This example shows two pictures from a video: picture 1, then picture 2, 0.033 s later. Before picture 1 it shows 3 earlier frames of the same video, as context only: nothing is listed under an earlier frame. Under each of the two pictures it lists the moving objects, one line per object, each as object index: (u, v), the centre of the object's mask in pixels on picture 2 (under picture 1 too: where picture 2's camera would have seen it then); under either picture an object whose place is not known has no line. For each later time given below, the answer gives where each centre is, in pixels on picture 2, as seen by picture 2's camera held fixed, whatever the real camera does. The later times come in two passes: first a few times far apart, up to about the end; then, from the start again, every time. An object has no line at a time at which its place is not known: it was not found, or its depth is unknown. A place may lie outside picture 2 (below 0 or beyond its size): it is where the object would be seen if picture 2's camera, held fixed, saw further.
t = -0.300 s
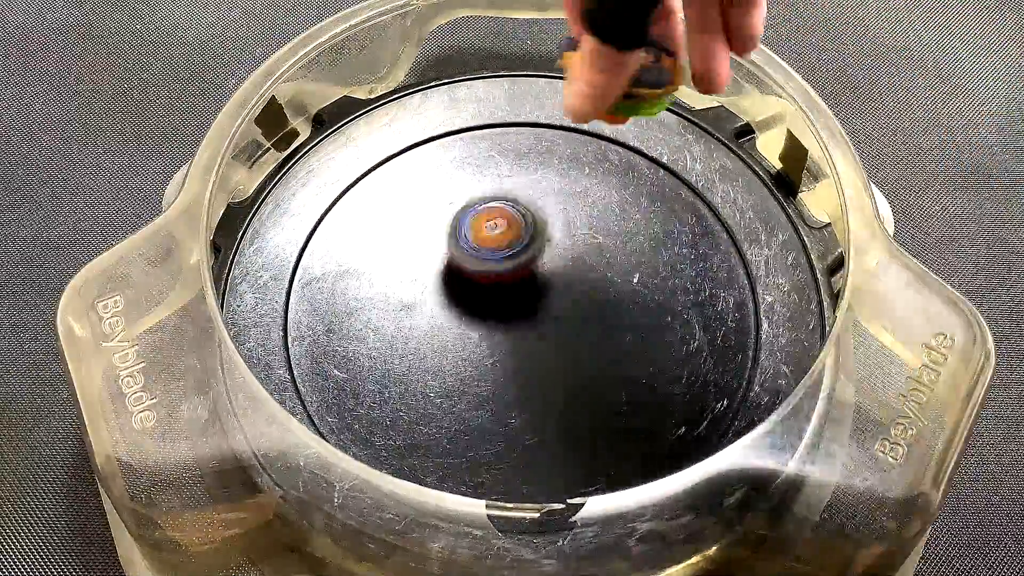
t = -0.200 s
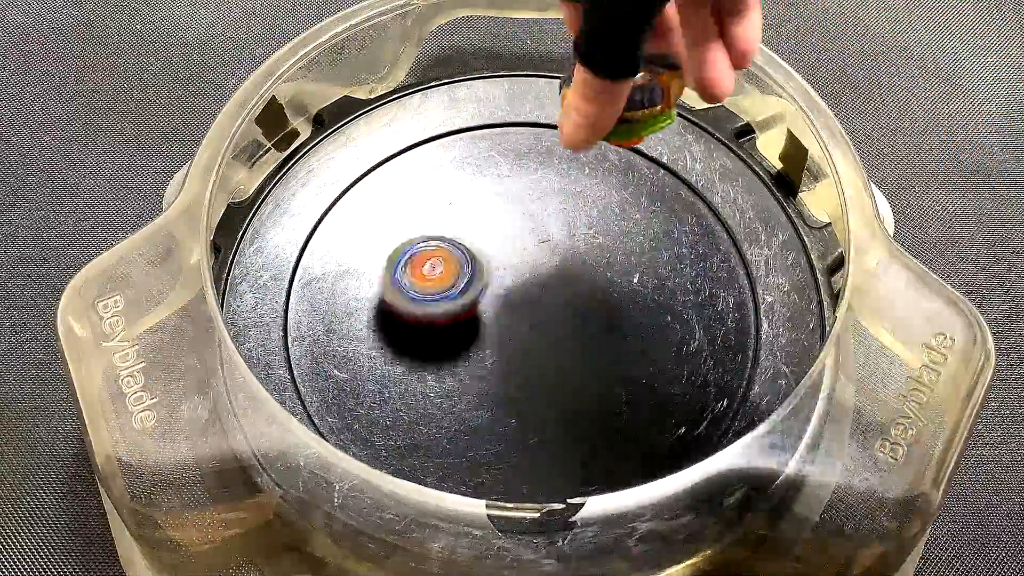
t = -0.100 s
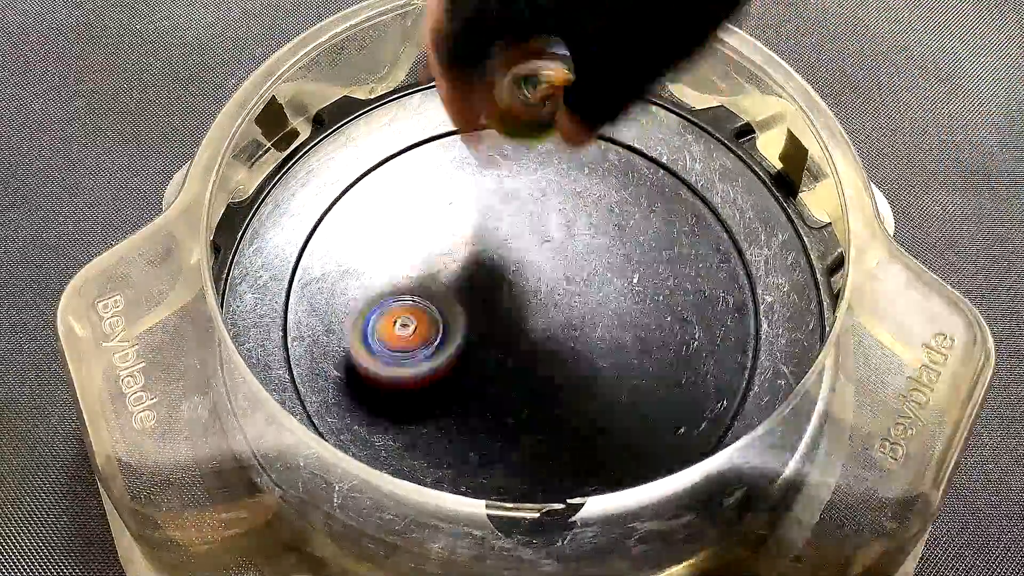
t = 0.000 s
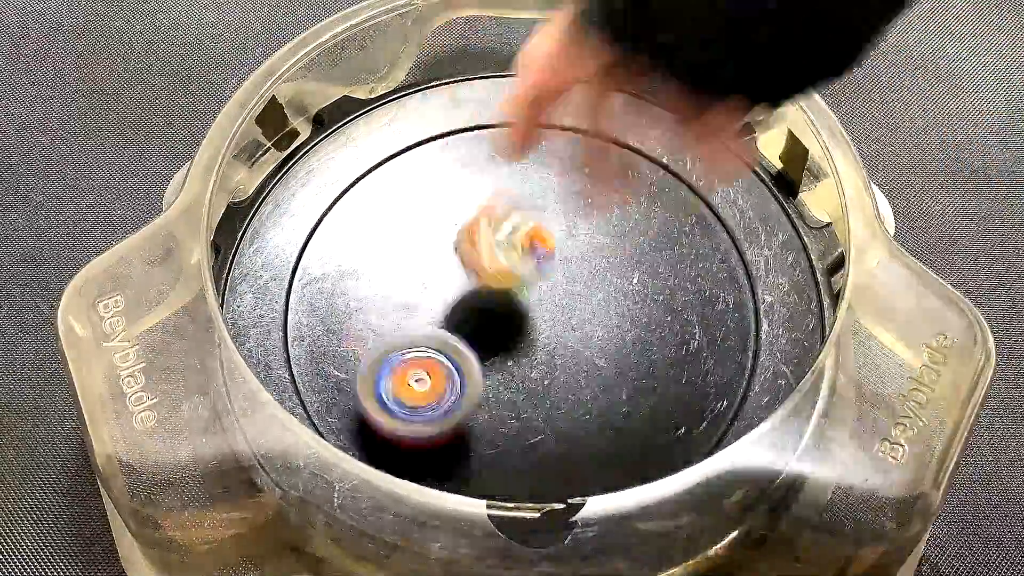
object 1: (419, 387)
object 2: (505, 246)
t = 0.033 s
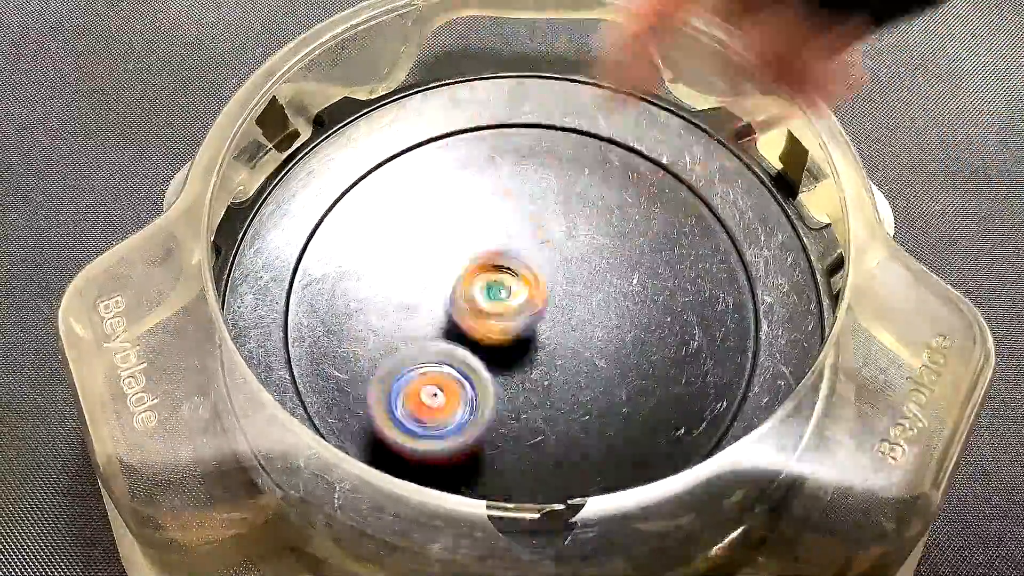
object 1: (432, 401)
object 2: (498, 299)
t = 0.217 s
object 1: (535, 489)
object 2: (577, 260)
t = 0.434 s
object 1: (636, 369)
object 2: (617, 247)
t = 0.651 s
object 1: (501, 334)
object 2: (642, 191)
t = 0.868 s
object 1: (412, 352)
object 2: (591, 239)
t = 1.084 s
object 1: (414, 372)
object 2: (533, 308)
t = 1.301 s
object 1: (447, 380)
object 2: (553, 330)
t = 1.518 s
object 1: (435, 324)
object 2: (643, 305)
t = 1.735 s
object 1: (417, 267)
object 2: (650, 283)
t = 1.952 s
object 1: (425, 245)
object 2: (573, 265)
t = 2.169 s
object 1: (412, 214)
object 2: (570, 310)
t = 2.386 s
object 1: (452, 243)
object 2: (557, 352)
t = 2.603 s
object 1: (561, 247)
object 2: (549, 356)
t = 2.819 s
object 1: (618, 213)
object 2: (539, 349)
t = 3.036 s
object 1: (607, 215)
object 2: (516, 337)
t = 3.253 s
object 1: (632, 276)
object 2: (423, 332)
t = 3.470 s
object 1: (668, 296)
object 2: (333, 301)
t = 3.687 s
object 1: (624, 324)
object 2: (386, 297)
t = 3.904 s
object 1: (591, 380)
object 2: (454, 279)
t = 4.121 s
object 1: (624, 406)
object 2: (462, 217)
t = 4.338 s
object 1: (570, 353)
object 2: (482, 218)
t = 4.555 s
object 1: (493, 328)
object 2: (511, 206)
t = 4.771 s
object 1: (438, 319)
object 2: (541, 203)
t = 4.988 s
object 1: (429, 300)
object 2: (551, 220)
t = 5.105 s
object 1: (459, 290)
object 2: (555, 230)
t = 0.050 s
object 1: (441, 409)
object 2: (502, 301)
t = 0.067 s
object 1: (452, 415)
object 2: (504, 304)
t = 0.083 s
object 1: (462, 420)
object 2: (502, 311)
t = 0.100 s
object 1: (473, 427)
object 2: (505, 313)
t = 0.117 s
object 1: (480, 440)
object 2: (514, 303)
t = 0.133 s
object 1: (488, 450)
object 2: (522, 293)
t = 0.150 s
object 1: (498, 457)
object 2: (535, 282)
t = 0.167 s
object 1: (508, 477)
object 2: (544, 277)
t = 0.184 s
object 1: (516, 486)
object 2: (555, 273)
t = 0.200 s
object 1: (526, 491)
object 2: (563, 267)
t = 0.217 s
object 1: (535, 489)
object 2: (577, 260)
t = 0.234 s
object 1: (545, 486)
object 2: (585, 258)
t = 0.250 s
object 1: (553, 485)
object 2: (593, 249)
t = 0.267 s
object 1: (564, 473)
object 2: (599, 246)
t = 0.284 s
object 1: (574, 463)
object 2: (603, 242)
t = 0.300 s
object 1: (585, 455)
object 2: (610, 242)
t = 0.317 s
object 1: (596, 448)
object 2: (616, 241)
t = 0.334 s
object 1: (606, 440)
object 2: (620, 240)
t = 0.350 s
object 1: (614, 433)
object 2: (621, 240)
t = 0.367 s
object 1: (622, 422)
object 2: (621, 240)
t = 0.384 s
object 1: (627, 411)
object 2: (619, 240)
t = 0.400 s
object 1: (631, 396)
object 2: (619, 243)
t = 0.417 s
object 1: (635, 383)
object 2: (617, 244)
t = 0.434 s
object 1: (636, 369)
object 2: (617, 247)
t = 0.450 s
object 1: (635, 356)
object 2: (618, 250)
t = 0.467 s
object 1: (633, 342)
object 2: (616, 250)
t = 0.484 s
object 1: (623, 334)
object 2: (627, 245)
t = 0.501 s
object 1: (610, 331)
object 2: (630, 235)
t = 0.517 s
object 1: (598, 333)
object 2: (634, 230)
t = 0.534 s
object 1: (584, 336)
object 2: (643, 224)
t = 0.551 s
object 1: (572, 334)
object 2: (645, 212)
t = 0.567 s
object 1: (560, 334)
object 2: (645, 204)
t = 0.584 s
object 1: (547, 335)
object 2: (648, 201)
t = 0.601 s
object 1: (534, 335)
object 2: (647, 196)
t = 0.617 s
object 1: (523, 334)
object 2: (643, 192)
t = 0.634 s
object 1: (511, 333)
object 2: (642, 191)
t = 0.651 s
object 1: (501, 334)
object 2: (642, 191)
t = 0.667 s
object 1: (489, 334)
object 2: (636, 190)
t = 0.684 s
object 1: (480, 336)
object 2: (632, 190)
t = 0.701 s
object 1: (472, 335)
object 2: (627, 194)
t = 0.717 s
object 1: (463, 336)
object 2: (624, 197)
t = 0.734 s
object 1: (456, 337)
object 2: (623, 200)
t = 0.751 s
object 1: (449, 339)
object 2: (620, 204)
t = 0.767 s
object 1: (442, 340)
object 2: (614, 209)
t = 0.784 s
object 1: (437, 342)
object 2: (612, 214)
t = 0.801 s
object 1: (431, 343)
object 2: (609, 220)
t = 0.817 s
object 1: (426, 346)
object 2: (606, 222)
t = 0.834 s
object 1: (421, 348)
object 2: (601, 227)
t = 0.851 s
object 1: (417, 349)
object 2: (595, 231)
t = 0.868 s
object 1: (412, 352)
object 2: (591, 239)
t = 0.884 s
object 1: (409, 353)
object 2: (586, 244)
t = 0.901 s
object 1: (406, 355)
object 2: (582, 248)
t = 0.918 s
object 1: (404, 358)
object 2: (577, 253)
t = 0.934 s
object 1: (403, 358)
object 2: (570, 257)
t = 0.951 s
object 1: (402, 360)
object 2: (567, 263)
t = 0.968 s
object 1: (401, 364)
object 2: (562, 270)
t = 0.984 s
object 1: (401, 363)
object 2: (557, 276)
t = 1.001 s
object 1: (402, 364)
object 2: (555, 281)
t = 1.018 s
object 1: (403, 366)
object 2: (547, 286)
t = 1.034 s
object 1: (406, 370)
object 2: (543, 291)
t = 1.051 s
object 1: (408, 370)
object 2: (538, 297)
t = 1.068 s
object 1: (410, 370)
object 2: (536, 300)
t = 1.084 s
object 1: (414, 372)
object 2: (533, 308)
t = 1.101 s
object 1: (421, 376)
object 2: (527, 315)
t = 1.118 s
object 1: (427, 376)
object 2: (523, 318)
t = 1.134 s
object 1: (429, 377)
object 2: (525, 323)
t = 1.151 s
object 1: (427, 378)
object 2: (528, 323)
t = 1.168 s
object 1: (426, 380)
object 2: (529, 324)
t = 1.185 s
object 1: (426, 381)
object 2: (534, 323)
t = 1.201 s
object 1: (426, 383)
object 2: (539, 326)
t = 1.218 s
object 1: (427, 383)
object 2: (541, 326)
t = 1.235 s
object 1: (431, 385)
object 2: (543, 327)
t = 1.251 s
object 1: (434, 385)
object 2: (545, 328)
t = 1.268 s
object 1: (438, 383)
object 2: (549, 329)
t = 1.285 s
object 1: (442, 382)
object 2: (551, 329)
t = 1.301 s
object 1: (447, 380)
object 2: (553, 330)
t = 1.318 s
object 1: (452, 377)
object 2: (554, 330)
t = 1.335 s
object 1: (455, 373)
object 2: (561, 331)
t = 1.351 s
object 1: (454, 370)
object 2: (568, 330)
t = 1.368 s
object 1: (452, 366)
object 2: (577, 326)
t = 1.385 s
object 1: (450, 363)
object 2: (586, 325)
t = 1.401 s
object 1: (447, 357)
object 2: (594, 322)
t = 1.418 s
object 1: (445, 354)
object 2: (604, 320)
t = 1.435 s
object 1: (443, 347)
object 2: (610, 318)
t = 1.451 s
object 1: (441, 344)
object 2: (619, 316)
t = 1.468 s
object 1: (441, 339)
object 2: (624, 314)
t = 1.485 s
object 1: (438, 333)
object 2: (631, 311)
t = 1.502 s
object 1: (437, 329)
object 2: (639, 309)
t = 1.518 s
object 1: (435, 324)
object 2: (643, 305)
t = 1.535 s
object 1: (433, 319)
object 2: (649, 303)
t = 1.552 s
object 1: (431, 315)
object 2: (653, 300)
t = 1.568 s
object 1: (429, 310)
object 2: (657, 297)
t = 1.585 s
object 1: (429, 304)
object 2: (659, 296)
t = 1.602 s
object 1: (427, 301)
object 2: (660, 293)
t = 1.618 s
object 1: (426, 296)
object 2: (661, 292)
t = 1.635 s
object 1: (423, 292)
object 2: (660, 290)
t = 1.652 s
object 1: (422, 288)
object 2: (660, 288)
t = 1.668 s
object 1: (420, 284)
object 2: (660, 286)
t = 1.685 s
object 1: (420, 280)
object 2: (658, 285)
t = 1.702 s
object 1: (418, 276)
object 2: (656, 284)
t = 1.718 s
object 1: (418, 272)
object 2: (652, 284)
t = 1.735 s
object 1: (417, 267)
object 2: (650, 283)
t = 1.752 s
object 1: (416, 264)
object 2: (646, 282)
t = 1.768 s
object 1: (416, 260)
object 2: (642, 281)
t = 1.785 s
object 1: (415, 256)
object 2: (637, 281)
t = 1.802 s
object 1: (414, 255)
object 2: (633, 280)
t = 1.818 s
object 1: (413, 252)
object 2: (627, 279)
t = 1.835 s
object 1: (413, 250)
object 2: (622, 277)
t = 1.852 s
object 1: (414, 248)
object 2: (616, 275)
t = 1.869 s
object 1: (414, 247)
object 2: (610, 273)
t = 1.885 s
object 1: (415, 245)
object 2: (602, 271)
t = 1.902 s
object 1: (417, 245)
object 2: (596, 272)
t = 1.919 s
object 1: (419, 245)
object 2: (589, 268)
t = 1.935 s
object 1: (421, 244)
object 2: (582, 268)
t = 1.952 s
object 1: (425, 245)
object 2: (573, 265)
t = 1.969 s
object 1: (428, 244)
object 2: (568, 264)
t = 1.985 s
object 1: (432, 245)
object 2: (559, 263)
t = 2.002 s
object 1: (437, 246)
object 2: (551, 262)
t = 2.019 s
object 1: (438, 243)
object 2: (551, 265)
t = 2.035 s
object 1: (433, 237)
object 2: (556, 269)
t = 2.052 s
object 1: (429, 232)
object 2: (558, 272)
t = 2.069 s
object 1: (426, 227)
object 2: (564, 281)
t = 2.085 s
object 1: (423, 223)
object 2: (567, 286)
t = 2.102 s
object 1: (420, 220)
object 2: (568, 290)
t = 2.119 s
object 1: (417, 217)
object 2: (571, 294)
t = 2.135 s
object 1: (415, 216)
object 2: (571, 301)
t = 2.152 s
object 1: (413, 214)
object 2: (571, 306)
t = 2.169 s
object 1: (412, 214)
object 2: (570, 310)
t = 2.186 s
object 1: (411, 213)
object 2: (570, 315)
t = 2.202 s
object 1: (410, 214)
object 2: (566, 319)
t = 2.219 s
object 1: (410, 214)
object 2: (565, 326)
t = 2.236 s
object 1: (411, 216)
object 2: (564, 330)
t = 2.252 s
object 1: (413, 218)
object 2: (562, 333)
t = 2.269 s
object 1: (415, 221)
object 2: (560, 336)
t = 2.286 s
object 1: (418, 224)
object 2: (559, 339)
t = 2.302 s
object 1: (422, 228)
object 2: (560, 343)
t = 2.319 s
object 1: (426, 231)
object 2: (559, 345)
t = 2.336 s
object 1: (432, 234)
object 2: (558, 346)
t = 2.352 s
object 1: (438, 237)
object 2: (558, 348)
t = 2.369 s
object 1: (445, 241)
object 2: (557, 351)
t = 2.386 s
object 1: (452, 243)
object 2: (557, 352)
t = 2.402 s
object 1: (460, 247)
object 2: (557, 354)
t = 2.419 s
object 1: (468, 249)
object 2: (556, 354)
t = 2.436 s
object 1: (477, 251)
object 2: (554, 355)
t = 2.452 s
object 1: (485, 252)
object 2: (555, 356)
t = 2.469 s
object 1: (493, 254)
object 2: (555, 357)
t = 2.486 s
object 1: (502, 255)
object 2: (554, 357)
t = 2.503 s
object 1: (511, 255)
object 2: (553, 356)
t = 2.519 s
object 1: (520, 254)
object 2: (553, 356)
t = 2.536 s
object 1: (528, 256)
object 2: (551, 355)
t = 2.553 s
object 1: (537, 254)
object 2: (552, 355)
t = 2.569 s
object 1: (545, 253)
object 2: (550, 355)
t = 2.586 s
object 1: (553, 250)
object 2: (548, 355)
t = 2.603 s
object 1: (561, 247)
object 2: (549, 356)
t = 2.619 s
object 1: (568, 244)
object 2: (549, 356)
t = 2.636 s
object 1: (574, 241)
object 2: (548, 355)
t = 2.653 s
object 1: (578, 238)
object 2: (548, 355)
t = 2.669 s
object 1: (584, 235)
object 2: (546, 354)
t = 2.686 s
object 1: (589, 233)
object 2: (545, 354)
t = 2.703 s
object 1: (594, 230)
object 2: (545, 353)
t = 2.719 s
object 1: (598, 227)
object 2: (544, 353)
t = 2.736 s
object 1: (603, 225)
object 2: (542, 353)
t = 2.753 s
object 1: (606, 222)
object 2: (542, 352)
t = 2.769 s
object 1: (610, 220)
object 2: (542, 351)
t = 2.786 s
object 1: (612, 218)
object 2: (541, 350)
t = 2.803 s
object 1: (615, 216)
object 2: (539, 350)
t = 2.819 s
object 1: (618, 213)
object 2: (539, 349)
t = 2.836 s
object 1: (620, 212)
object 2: (539, 349)
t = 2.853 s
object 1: (621, 210)
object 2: (537, 349)
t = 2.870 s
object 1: (622, 208)
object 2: (535, 348)
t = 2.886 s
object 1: (623, 207)
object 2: (534, 348)
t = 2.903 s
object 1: (623, 206)
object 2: (532, 347)
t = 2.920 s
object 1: (623, 206)
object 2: (532, 344)
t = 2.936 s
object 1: (622, 206)
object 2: (529, 343)
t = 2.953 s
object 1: (621, 206)
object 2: (527, 342)
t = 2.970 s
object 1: (619, 206)
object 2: (525, 343)
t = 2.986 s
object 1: (616, 208)
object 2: (524, 340)
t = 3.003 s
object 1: (614, 209)
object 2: (523, 338)
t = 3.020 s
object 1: (610, 212)
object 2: (520, 338)
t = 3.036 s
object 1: (607, 215)
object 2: (516, 337)
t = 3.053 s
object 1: (604, 220)
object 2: (516, 336)
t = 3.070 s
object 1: (601, 224)
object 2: (515, 334)
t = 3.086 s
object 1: (598, 230)
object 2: (512, 332)
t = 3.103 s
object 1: (595, 235)
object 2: (510, 333)
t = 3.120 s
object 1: (593, 241)
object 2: (508, 333)
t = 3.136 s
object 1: (591, 247)
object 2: (507, 331)
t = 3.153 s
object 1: (589, 253)
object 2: (506, 330)
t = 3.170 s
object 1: (590, 260)
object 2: (498, 331)
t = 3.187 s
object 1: (599, 263)
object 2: (480, 336)
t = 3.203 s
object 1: (610, 267)
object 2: (465, 334)
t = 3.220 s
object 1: (618, 271)
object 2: (449, 334)
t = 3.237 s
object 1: (625, 273)
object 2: (436, 335)
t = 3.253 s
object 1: (632, 276)
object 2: (423, 332)
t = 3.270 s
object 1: (637, 278)
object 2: (410, 330)
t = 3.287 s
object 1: (643, 280)
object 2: (401, 327)
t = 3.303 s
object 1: (647, 283)
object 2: (388, 325)
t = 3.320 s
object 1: (651, 284)
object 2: (379, 322)
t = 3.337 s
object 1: (654, 287)
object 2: (371, 319)
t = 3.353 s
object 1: (657, 287)
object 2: (361, 317)
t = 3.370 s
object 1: (661, 289)
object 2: (355, 315)
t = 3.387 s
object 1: (663, 290)
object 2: (348, 312)
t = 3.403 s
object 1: (665, 292)
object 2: (343, 308)
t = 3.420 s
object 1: (665, 293)
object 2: (338, 307)
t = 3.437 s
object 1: (667, 294)
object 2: (336, 305)
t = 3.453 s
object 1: (668, 295)
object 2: (335, 304)
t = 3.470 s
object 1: (668, 296)
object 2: (333, 301)
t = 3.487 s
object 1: (668, 298)
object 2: (332, 302)
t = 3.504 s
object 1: (667, 300)
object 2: (334, 301)
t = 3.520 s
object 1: (666, 301)
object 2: (335, 299)
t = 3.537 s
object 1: (663, 303)
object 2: (338, 298)
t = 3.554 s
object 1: (660, 305)
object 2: (342, 299)
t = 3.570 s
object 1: (658, 307)
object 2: (346, 298)
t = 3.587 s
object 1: (654, 309)
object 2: (348, 296)
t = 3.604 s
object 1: (649, 311)
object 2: (353, 297)
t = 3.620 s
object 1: (644, 314)
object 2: (361, 297)
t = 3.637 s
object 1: (640, 316)
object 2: (367, 297)
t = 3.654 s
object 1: (634, 319)
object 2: (373, 296)
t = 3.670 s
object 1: (628, 321)
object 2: (378, 297)
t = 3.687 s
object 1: (624, 324)
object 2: (386, 297)
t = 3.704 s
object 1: (618, 327)
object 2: (394, 298)
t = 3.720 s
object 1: (613, 329)
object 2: (401, 298)
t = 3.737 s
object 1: (607, 332)
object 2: (410, 300)
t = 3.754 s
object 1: (602, 335)
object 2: (418, 299)
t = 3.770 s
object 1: (597, 338)
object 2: (426, 301)
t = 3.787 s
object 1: (591, 340)
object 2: (435, 301)
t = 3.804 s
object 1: (586, 343)
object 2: (447, 304)
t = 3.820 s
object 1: (580, 346)
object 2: (457, 305)
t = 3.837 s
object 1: (573, 347)
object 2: (467, 305)
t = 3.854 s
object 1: (570, 352)
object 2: (473, 306)
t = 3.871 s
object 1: (577, 361)
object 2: (463, 298)
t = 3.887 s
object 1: (584, 369)
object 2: (460, 287)
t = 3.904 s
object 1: (591, 380)
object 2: (454, 279)
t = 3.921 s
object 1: (596, 387)
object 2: (449, 271)
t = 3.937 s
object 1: (601, 393)
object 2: (446, 263)
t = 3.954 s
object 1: (603, 398)
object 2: (444, 258)
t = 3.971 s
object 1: (607, 401)
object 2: (444, 251)
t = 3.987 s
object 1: (610, 405)
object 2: (446, 245)
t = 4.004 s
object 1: (611, 407)
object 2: (446, 239)
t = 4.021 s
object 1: (615, 409)
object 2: (448, 235)
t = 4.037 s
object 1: (616, 410)
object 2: (451, 230)
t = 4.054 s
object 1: (618, 410)
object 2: (453, 227)
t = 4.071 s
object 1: (620, 410)
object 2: (455, 223)
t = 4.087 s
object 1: (621, 410)
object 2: (458, 221)
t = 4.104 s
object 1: (623, 408)
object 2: (461, 219)
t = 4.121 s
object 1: (624, 406)
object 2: (462, 217)
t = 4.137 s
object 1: (623, 403)
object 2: (463, 217)
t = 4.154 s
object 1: (623, 400)
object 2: (465, 216)
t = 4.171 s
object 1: (620, 396)
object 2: (467, 215)
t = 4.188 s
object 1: (617, 391)
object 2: (469, 215)
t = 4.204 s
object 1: (614, 387)
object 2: (470, 215)
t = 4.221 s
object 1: (609, 383)
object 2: (471, 215)
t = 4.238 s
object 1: (604, 378)
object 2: (474, 216)
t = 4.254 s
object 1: (600, 375)
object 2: (475, 216)
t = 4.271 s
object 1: (593, 370)
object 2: (476, 215)
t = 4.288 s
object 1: (588, 366)
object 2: (478, 217)
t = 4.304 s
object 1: (581, 362)
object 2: (481, 217)
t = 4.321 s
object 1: (575, 357)
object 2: (481, 219)
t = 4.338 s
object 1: (570, 353)
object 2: (482, 218)
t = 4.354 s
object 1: (563, 350)
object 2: (484, 219)
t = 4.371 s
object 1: (557, 345)
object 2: (485, 220)
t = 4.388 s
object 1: (551, 341)
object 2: (486, 220)
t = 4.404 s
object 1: (544, 338)
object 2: (488, 221)
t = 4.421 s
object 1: (538, 332)
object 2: (489, 223)
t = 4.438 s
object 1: (532, 329)
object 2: (491, 224)
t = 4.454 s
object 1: (526, 323)
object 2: (493, 224)
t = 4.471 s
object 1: (521, 319)
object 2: (495, 226)
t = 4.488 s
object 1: (516, 317)
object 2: (496, 226)
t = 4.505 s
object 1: (510, 320)
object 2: (499, 221)
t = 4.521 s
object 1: (505, 324)
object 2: (503, 213)
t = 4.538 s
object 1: (498, 327)
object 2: (508, 209)
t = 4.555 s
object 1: (493, 328)
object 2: (511, 206)
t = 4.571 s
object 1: (489, 329)
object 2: (514, 203)
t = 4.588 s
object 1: (483, 329)
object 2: (518, 200)
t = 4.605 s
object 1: (478, 329)
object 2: (522, 199)
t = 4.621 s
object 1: (474, 329)
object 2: (525, 200)
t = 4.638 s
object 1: (468, 328)
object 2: (528, 199)
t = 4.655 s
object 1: (465, 326)
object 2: (530, 198)
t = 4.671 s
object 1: (460, 326)
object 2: (532, 198)
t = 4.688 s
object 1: (456, 325)
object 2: (534, 201)
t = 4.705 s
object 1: (452, 324)
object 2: (536, 200)
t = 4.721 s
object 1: (449, 323)
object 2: (535, 200)
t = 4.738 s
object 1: (444, 322)
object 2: (537, 201)
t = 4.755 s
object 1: (442, 320)
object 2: (539, 201)
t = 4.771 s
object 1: (438, 319)
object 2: (541, 203)
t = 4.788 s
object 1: (434, 317)
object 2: (541, 203)
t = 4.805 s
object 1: (432, 315)
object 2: (542, 204)
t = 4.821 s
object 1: (429, 314)
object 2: (543, 205)
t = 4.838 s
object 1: (426, 312)
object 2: (545, 206)
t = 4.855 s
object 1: (425, 310)
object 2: (545, 207)
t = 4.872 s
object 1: (423, 310)
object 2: (546, 208)
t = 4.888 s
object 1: (422, 307)
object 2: (546, 209)
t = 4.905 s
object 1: (422, 306)
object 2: (548, 210)
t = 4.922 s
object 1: (422, 305)
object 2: (548, 214)
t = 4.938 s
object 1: (423, 303)
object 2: (548, 214)
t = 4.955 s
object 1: (425, 302)
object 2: (549, 215)
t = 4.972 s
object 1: (427, 302)
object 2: (550, 217)
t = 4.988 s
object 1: (429, 300)
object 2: (551, 220)
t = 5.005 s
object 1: (433, 299)
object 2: (552, 222)
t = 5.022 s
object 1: (436, 299)
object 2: (552, 223)
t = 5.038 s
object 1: (440, 297)
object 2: (553, 224)
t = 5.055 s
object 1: (446, 295)
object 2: (554, 227)
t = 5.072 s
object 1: (449, 294)
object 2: (554, 228)
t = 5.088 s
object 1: (453, 291)
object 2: (554, 229)
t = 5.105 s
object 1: (459, 290)
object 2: (555, 230)
